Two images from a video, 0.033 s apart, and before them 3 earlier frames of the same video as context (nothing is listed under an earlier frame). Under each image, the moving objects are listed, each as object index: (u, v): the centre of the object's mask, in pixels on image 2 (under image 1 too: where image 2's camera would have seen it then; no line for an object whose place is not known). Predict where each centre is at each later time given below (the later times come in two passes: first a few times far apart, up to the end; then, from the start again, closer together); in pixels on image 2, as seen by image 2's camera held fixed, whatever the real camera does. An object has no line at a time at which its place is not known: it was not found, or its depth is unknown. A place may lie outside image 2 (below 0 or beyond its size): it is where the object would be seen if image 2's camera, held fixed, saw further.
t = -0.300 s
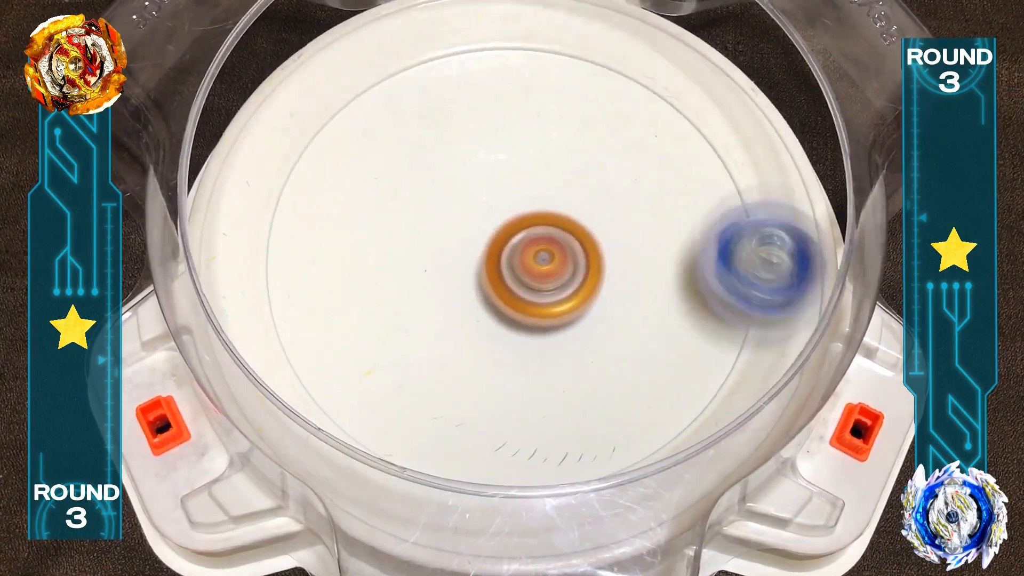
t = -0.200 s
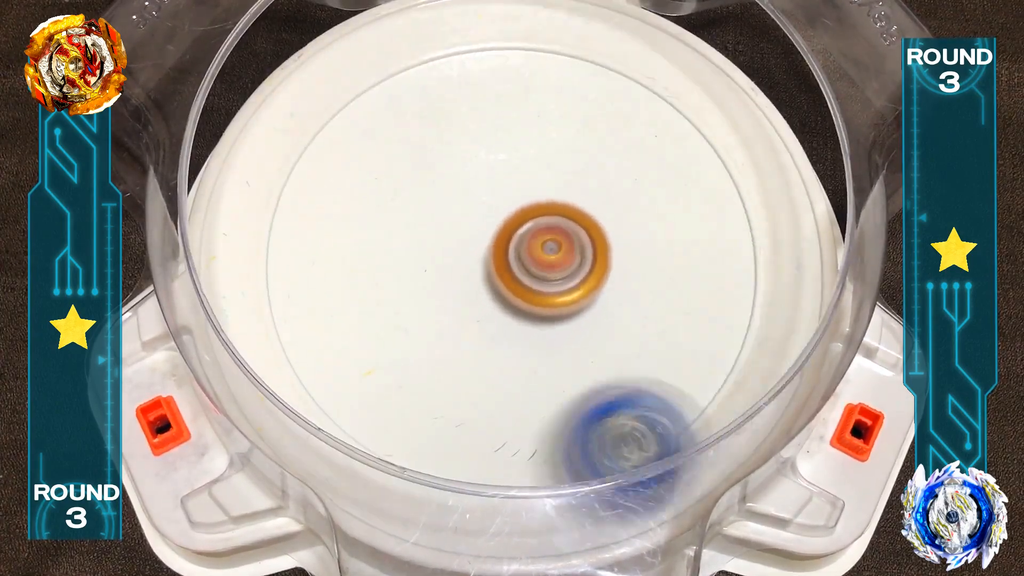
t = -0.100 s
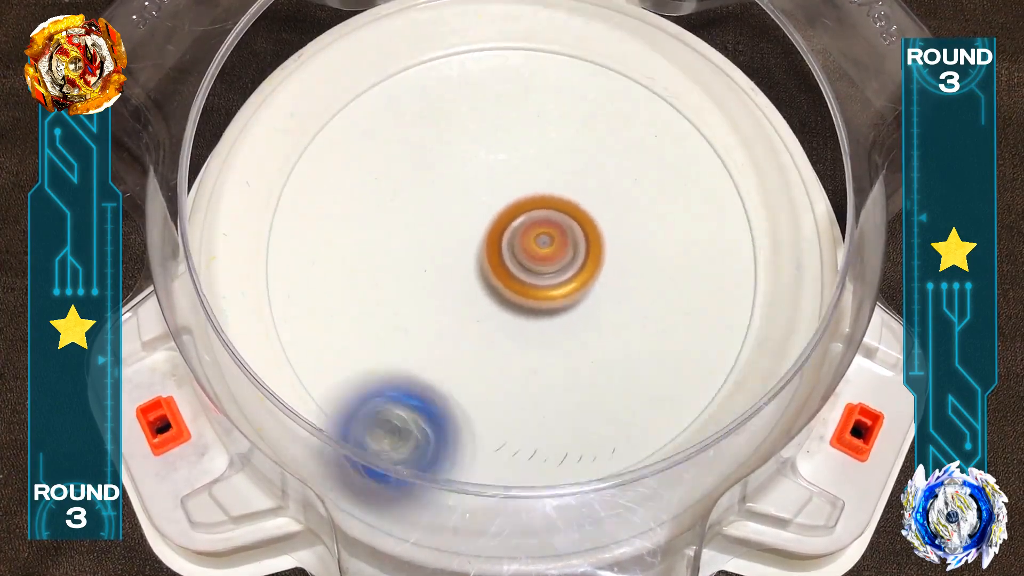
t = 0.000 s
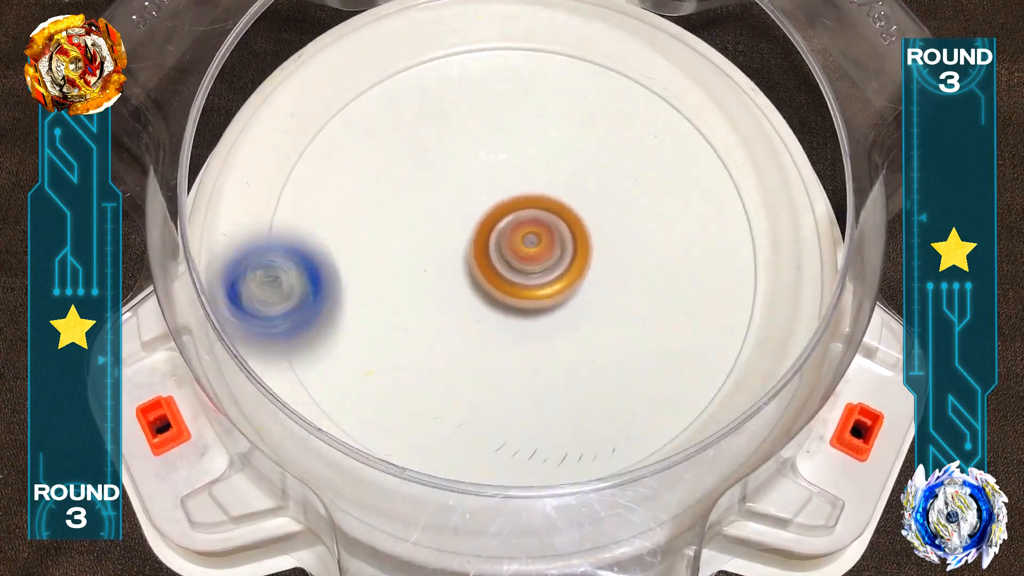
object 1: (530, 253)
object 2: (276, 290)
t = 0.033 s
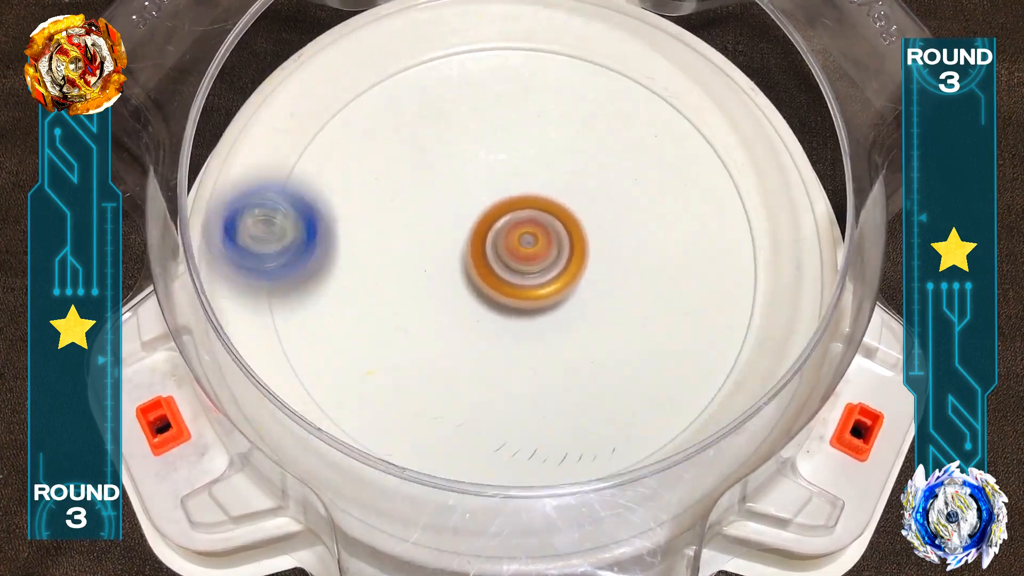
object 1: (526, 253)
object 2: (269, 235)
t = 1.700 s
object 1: (523, 266)
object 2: (481, 420)
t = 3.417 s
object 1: (516, 257)
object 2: (512, 104)
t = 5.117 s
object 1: (525, 252)
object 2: (631, 371)
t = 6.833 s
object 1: (518, 262)
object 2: (393, 312)
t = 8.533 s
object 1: (520, 263)
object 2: (457, 161)
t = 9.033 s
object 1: (538, 275)
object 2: (678, 270)
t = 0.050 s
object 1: (525, 253)
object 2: (274, 207)
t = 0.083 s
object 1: (524, 254)
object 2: (297, 154)
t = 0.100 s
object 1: (524, 254)
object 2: (313, 130)
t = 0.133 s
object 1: (525, 256)
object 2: (352, 88)
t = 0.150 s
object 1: (526, 257)
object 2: (376, 70)
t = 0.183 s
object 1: (527, 259)
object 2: (434, 44)
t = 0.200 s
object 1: (528, 260)
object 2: (465, 39)
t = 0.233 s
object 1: (529, 261)
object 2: (531, 37)
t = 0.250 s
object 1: (530, 262)
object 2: (564, 40)
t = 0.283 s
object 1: (531, 263)
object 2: (628, 55)
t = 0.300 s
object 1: (532, 264)
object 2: (657, 71)
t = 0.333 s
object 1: (533, 265)
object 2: (710, 116)
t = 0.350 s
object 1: (534, 265)
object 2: (731, 144)
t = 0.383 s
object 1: (534, 266)
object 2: (756, 208)
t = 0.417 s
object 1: (534, 266)
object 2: (759, 278)
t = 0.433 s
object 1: (533, 266)
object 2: (751, 312)
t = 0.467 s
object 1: (533, 266)
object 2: (718, 373)
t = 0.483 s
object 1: (532, 266)
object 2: (691, 395)
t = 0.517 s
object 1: (531, 265)
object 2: (642, 439)
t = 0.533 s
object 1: (531, 264)
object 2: (607, 456)
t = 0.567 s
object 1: (530, 263)
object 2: (535, 472)
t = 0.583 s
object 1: (530, 263)
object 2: (498, 472)
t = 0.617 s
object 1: (530, 263)
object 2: (434, 455)
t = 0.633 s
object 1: (529, 263)
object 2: (405, 433)
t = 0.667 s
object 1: (530, 263)
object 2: (356, 400)
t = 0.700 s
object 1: (530, 263)
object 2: (319, 368)
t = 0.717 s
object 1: (530, 264)
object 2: (305, 348)
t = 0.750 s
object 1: (530, 264)
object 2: (285, 316)
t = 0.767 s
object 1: (530, 265)
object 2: (278, 295)
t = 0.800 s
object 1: (530, 267)
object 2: (275, 249)
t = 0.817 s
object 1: (529, 267)
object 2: (280, 228)
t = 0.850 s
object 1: (529, 268)
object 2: (295, 182)
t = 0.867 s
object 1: (528, 269)
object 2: (307, 162)
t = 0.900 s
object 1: (527, 269)
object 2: (334, 128)
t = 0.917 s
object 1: (527, 269)
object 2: (349, 112)
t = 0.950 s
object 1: (526, 269)
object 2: (382, 90)
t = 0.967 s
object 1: (525, 269)
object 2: (400, 81)
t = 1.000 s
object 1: (525, 268)
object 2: (439, 71)
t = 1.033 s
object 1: (525, 267)
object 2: (477, 67)
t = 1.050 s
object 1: (526, 267)
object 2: (497, 66)
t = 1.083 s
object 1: (526, 266)
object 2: (533, 71)
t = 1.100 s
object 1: (527, 266)
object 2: (552, 73)
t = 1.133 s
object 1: (528, 266)
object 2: (587, 83)
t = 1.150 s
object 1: (528, 265)
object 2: (605, 88)
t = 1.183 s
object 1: (529, 266)
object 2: (639, 100)
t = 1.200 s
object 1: (529, 266)
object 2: (656, 109)
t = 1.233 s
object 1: (529, 266)
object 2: (689, 127)
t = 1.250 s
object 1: (529, 267)
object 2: (704, 137)
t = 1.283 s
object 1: (529, 268)
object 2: (722, 168)
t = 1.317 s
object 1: (528, 268)
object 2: (734, 202)
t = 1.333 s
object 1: (526, 268)
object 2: (741, 219)
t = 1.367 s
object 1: (524, 269)
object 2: (744, 254)
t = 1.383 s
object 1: (523, 269)
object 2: (741, 273)
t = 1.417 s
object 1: (522, 269)
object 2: (735, 308)
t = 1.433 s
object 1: (521, 268)
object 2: (728, 325)
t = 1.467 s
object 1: (520, 267)
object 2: (713, 358)
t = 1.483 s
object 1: (520, 266)
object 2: (700, 373)
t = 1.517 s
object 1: (519, 265)
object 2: (673, 398)
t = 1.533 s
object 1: (519, 264)
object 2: (660, 407)
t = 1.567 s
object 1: (520, 264)
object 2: (625, 431)
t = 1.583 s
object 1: (520, 264)
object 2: (608, 431)
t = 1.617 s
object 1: (521, 264)
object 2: (572, 435)
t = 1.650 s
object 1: (522, 264)
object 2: (535, 434)
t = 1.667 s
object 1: (523, 265)
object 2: (517, 431)
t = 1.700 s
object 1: (523, 266)
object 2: (481, 420)
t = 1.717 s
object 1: (523, 266)
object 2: (466, 411)
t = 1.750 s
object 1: (523, 267)
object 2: (439, 389)
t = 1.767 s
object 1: (523, 268)
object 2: (427, 377)
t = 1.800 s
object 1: (522, 269)
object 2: (408, 348)
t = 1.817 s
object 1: (522, 270)
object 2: (401, 333)
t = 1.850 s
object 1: (521, 270)
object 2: (392, 302)
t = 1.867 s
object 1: (520, 271)
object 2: (389, 287)
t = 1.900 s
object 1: (518, 271)
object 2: (390, 255)
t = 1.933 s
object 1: (517, 270)
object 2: (396, 226)
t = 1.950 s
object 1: (516, 270)
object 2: (401, 212)
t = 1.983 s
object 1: (514, 269)
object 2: (415, 185)
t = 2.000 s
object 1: (514, 269)
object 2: (424, 174)
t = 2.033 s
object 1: (512, 267)
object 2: (444, 150)
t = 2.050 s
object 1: (512, 267)
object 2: (455, 142)
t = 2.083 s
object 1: (512, 265)
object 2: (479, 123)
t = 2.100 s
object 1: (512, 265)
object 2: (491, 117)
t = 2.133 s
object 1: (513, 264)
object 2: (518, 101)
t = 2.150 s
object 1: (513, 263)
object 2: (530, 98)
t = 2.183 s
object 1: (514, 262)
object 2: (560, 89)
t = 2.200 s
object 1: (514, 262)
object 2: (575, 85)
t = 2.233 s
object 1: (516, 261)
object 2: (603, 84)
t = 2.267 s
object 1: (517, 261)
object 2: (630, 88)
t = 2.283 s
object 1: (518, 262)
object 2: (644, 93)
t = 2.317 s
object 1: (519, 262)
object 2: (671, 104)
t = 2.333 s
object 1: (519, 262)
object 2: (682, 114)
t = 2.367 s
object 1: (520, 263)
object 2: (702, 138)
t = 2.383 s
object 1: (520, 264)
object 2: (708, 151)
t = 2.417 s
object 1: (521, 265)
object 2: (720, 178)
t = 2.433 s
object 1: (520, 265)
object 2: (723, 194)
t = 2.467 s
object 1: (520, 266)
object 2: (723, 226)
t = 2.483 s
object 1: (519, 266)
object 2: (721, 240)
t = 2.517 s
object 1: (518, 267)
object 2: (710, 270)
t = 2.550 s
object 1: (516, 267)
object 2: (692, 298)
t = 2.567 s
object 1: (515, 267)
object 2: (683, 310)
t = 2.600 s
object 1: (514, 266)
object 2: (657, 335)
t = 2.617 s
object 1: (513, 266)
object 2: (644, 344)
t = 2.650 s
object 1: (511, 265)
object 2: (613, 359)
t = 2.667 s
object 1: (510, 265)
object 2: (594, 365)
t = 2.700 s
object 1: (508, 263)
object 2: (559, 373)
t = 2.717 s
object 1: (508, 262)
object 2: (542, 375)
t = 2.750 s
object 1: (509, 256)
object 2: (505, 379)
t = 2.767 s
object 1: (509, 252)
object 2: (485, 383)
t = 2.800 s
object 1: (510, 245)
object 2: (450, 379)
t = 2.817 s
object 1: (511, 243)
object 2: (432, 378)
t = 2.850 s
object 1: (512, 239)
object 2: (401, 369)
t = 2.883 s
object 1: (514, 237)
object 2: (373, 353)
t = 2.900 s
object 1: (515, 237)
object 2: (359, 346)
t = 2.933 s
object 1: (517, 237)
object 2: (335, 325)
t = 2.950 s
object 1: (518, 237)
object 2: (325, 314)
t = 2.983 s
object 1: (520, 239)
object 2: (308, 290)
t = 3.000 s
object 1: (521, 240)
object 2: (301, 276)
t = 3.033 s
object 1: (523, 243)
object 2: (293, 249)
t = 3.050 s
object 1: (524, 244)
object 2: (291, 238)
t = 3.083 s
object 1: (525, 247)
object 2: (291, 209)
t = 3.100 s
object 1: (526, 248)
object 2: (294, 196)
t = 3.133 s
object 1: (526, 251)
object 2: (303, 171)
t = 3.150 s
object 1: (526, 252)
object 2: (309, 158)
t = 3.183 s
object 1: (526, 254)
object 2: (326, 136)
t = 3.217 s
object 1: (525, 256)
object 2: (347, 119)
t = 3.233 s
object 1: (524, 257)
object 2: (358, 111)
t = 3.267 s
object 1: (523, 258)
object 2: (384, 100)
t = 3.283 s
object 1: (522, 258)
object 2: (398, 96)
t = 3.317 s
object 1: (520, 259)
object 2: (426, 90)
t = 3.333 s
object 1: (519, 259)
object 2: (440, 90)
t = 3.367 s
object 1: (518, 259)
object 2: (469, 92)
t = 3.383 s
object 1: (517, 259)
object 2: (484, 94)
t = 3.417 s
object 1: (516, 257)
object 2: (512, 104)
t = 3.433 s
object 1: (515, 257)
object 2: (526, 111)
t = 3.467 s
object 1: (514, 256)
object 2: (554, 124)
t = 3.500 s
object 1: (513, 255)
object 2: (579, 141)
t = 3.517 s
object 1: (513, 254)
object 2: (591, 152)
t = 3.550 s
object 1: (513, 253)
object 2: (612, 174)
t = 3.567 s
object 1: (513, 253)
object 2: (620, 186)
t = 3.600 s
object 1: (514, 252)
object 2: (636, 212)
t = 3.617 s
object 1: (514, 252)
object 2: (642, 225)
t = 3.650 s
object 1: (515, 251)
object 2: (649, 252)
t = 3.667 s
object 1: (515, 251)
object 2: (650, 268)
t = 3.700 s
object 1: (515, 251)
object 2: (651, 296)
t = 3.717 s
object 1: (516, 251)
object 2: (650, 310)
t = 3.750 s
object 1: (517, 251)
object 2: (644, 337)
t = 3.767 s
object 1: (517, 250)
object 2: (638, 351)
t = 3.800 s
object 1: (518, 250)
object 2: (624, 376)
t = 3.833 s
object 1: (519, 250)
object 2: (605, 398)
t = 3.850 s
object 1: (519, 250)
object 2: (594, 408)
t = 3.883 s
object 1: (520, 251)
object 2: (570, 422)
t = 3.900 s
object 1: (521, 251)
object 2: (553, 429)
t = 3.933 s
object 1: (522, 251)
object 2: (524, 434)
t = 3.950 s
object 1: (522, 251)
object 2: (509, 436)
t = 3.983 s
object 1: (523, 252)
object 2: (479, 435)
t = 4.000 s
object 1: (523, 252)
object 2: (463, 432)
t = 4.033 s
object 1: (524, 252)
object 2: (435, 426)
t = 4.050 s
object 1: (524, 253)
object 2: (421, 422)
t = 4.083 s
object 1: (525, 253)
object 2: (394, 410)
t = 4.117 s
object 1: (525, 253)
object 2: (369, 390)
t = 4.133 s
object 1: (526, 253)
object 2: (357, 385)
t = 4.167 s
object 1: (526, 254)
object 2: (341, 361)
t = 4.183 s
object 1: (526, 254)
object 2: (336, 348)
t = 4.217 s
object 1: (526, 254)
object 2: (331, 321)
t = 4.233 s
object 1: (526, 255)
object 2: (331, 306)
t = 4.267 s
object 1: (526, 255)
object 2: (334, 279)
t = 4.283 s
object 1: (526, 255)
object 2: (339, 266)
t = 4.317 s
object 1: (526, 255)
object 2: (352, 241)
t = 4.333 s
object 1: (526, 255)
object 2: (359, 228)
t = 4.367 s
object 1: (526, 255)
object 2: (379, 206)
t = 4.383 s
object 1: (526, 255)
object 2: (390, 198)
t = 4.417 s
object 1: (526, 256)
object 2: (414, 181)
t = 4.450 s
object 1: (526, 256)
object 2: (440, 168)
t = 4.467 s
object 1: (526, 256)
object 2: (452, 161)
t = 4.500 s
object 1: (526, 256)
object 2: (481, 152)
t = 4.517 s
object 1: (526, 258)
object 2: (496, 147)
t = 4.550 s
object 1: (528, 267)
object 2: (523, 135)
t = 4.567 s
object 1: (529, 270)
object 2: (536, 130)
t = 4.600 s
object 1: (532, 276)
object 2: (564, 125)
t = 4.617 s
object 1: (532, 278)
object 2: (578, 124)
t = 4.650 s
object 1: (532, 281)
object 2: (604, 124)
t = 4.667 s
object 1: (532, 281)
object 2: (618, 125)
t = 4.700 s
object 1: (531, 282)
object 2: (642, 131)
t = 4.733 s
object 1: (529, 282)
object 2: (667, 140)
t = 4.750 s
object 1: (528, 281)
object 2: (678, 144)
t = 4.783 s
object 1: (525, 279)
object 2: (699, 160)
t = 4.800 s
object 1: (524, 278)
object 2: (709, 167)
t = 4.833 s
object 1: (522, 275)
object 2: (725, 186)
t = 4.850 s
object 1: (521, 273)
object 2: (731, 197)
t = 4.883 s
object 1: (520, 270)
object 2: (739, 220)
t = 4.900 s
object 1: (519, 267)
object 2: (741, 233)
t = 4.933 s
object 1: (519, 264)
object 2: (741, 258)
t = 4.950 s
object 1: (519, 262)
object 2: (737, 271)
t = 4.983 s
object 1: (520, 259)
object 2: (727, 297)
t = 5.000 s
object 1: (520, 258)
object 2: (719, 310)
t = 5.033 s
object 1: (521, 255)
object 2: (700, 333)
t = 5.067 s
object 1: (523, 254)
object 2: (675, 351)
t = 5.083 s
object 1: (524, 253)
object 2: (663, 358)
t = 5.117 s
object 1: (525, 252)
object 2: (631, 371)
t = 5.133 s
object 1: (526, 252)
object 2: (616, 374)
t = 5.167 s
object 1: (528, 252)
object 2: (582, 380)
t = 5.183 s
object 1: (529, 252)
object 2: (566, 378)
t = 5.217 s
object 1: (531, 253)
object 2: (533, 374)
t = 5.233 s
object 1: (532, 253)
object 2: (517, 370)
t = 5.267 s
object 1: (536, 250)
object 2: (483, 365)
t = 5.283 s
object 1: (539, 245)
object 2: (463, 364)
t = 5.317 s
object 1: (546, 235)
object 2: (432, 357)
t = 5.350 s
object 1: (552, 230)
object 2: (403, 348)
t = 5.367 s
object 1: (554, 227)
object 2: (390, 340)
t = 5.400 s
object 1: (556, 225)
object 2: (368, 323)
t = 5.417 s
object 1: (558, 226)
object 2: (359, 314)
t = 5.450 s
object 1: (559, 227)
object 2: (342, 294)
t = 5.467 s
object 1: (559, 229)
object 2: (335, 284)
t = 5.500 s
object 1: (559, 233)
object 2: (324, 262)
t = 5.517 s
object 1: (559, 235)
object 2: (320, 252)
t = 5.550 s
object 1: (557, 240)
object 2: (315, 228)
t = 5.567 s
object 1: (556, 242)
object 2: (314, 217)
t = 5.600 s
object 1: (554, 247)
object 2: (315, 194)
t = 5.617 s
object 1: (552, 249)
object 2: (318, 184)
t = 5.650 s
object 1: (549, 254)
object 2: (325, 163)
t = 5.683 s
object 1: (545, 257)
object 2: (336, 142)
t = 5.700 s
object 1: (543, 259)
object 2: (343, 133)
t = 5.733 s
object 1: (539, 262)
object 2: (360, 117)
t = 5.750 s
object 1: (537, 263)
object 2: (369, 110)
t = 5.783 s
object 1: (533, 264)
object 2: (390, 99)
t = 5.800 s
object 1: (531, 265)
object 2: (401, 95)
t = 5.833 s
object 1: (527, 266)
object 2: (425, 90)
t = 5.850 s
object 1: (526, 266)
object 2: (439, 90)
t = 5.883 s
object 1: (523, 266)
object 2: (463, 92)
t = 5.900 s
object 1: (521, 266)
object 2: (476, 94)
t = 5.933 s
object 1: (519, 265)
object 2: (501, 103)
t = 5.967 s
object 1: (517, 264)
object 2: (524, 112)
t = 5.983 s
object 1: (516, 264)
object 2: (536, 119)
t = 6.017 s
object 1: (515, 263)
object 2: (559, 136)
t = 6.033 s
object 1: (514, 262)
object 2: (570, 142)
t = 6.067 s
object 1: (514, 261)
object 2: (590, 163)
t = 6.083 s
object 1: (514, 260)
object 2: (599, 174)
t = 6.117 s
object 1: (514, 259)
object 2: (614, 196)
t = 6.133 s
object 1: (510, 260)
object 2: (623, 207)
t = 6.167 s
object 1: (498, 263)
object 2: (648, 226)
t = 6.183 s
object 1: (494, 265)
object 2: (659, 236)
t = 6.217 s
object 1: (487, 266)
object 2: (674, 260)
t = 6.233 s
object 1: (486, 267)
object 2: (678, 270)
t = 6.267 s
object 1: (484, 267)
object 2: (686, 294)
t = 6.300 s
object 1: (485, 268)
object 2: (687, 319)
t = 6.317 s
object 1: (485, 268)
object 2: (687, 333)
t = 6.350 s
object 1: (487, 269)
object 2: (682, 357)
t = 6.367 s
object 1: (488, 268)
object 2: (678, 370)
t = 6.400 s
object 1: (491, 268)
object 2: (665, 393)
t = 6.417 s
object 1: (492, 268)
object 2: (656, 401)
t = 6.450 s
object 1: (495, 268)
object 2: (636, 418)
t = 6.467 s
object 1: (497, 267)
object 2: (627, 430)
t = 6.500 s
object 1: (499, 267)
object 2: (600, 433)
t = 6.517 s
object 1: (501, 266)
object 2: (586, 438)
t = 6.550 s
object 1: (504, 266)
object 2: (558, 443)
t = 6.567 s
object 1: (505, 266)
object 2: (543, 454)
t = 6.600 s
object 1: (507, 265)
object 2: (514, 449)
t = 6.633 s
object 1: (509, 265)
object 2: (484, 441)
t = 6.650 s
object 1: (510, 264)
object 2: (472, 434)
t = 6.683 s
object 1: (512, 264)
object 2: (447, 419)
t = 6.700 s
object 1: (513, 264)
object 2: (436, 410)
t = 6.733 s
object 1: (514, 263)
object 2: (417, 388)
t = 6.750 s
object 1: (515, 264)
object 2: (410, 376)
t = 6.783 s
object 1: (517, 263)
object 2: (400, 352)
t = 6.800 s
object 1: (516, 263)
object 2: (397, 338)
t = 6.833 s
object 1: (518, 262)
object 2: (393, 312)
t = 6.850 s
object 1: (518, 262)
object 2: (393, 299)
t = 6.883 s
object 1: (525, 260)
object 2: (389, 274)
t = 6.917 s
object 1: (545, 257)
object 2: (373, 247)
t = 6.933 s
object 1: (554, 254)
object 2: (368, 235)
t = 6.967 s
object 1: (567, 250)
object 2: (364, 210)
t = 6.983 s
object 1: (572, 248)
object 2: (366, 198)
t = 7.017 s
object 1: (579, 246)
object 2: (371, 176)
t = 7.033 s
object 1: (581, 245)
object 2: (376, 165)
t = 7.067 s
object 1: (581, 244)
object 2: (386, 144)
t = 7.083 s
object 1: (581, 244)
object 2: (392, 136)
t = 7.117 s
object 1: (578, 245)
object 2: (405, 118)
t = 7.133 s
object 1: (576, 246)
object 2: (413, 110)
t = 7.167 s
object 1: (572, 246)
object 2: (428, 95)
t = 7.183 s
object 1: (570, 246)
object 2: (437, 90)
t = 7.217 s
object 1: (565, 247)
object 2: (456, 79)
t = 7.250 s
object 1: (560, 247)
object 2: (476, 69)
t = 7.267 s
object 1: (558, 247)
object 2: (487, 66)
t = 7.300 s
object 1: (553, 247)
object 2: (509, 63)
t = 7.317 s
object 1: (551, 247)
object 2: (520, 64)
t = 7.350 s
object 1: (547, 248)
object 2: (542, 66)
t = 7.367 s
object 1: (545, 248)
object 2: (553, 69)
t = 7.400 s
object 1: (541, 248)
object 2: (576, 78)
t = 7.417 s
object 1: (539, 249)
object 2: (586, 84)
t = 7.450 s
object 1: (536, 249)
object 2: (605, 96)
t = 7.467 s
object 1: (534, 250)
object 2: (614, 104)
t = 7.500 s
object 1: (532, 250)
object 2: (630, 123)
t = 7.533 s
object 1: (529, 251)
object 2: (644, 145)
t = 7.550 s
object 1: (529, 252)
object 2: (648, 156)
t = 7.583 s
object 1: (527, 252)
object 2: (658, 181)
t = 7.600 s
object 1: (526, 253)
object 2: (659, 191)
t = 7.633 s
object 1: (525, 253)
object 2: (661, 219)
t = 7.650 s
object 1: (524, 254)
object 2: (659, 231)
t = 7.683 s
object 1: (523, 254)
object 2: (655, 257)
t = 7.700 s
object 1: (522, 254)
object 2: (651, 269)
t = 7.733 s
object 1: (521, 255)
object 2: (642, 293)
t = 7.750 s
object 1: (520, 256)
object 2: (633, 304)
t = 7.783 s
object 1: (518, 255)
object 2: (619, 327)
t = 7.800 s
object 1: (518, 255)
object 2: (610, 336)
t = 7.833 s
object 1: (515, 254)
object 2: (590, 355)
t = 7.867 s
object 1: (514, 253)
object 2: (566, 371)
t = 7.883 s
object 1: (514, 253)
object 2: (554, 375)
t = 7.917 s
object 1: (514, 253)
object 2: (528, 385)
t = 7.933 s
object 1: (514, 253)
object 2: (516, 387)
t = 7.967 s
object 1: (514, 252)
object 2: (490, 391)
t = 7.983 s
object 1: (513, 253)
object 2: (477, 391)
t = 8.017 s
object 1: (514, 253)
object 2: (451, 389)
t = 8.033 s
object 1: (514, 253)
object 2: (439, 387)
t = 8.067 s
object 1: (514, 253)
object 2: (414, 379)
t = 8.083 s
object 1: (515, 253)
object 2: (403, 374)
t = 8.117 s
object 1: (515, 254)
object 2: (382, 362)
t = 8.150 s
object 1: (516, 254)
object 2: (365, 347)
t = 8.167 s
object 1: (516, 255)
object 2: (356, 339)
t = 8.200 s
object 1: (517, 255)
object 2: (343, 320)
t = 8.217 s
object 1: (517, 256)
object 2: (339, 310)
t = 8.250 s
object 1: (517, 257)
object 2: (332, 289)
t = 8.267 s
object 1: (518, 257)
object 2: (331, 277)
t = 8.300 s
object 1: (518, 258)
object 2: (333, 255)
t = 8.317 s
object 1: (518, 259)
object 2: (336, 244)
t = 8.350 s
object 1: (518, 259)
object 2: (346, 225)
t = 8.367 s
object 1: (519, 260)
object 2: (353, 216)
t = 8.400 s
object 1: (519, 260)
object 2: (369, 200)
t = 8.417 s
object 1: (520, 261)
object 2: (378, 193)
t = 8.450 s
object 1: (520, 261)
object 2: (399, 180)
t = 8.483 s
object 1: (520, 262)
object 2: (421, 171)
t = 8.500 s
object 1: (520, 262)
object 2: (434, 168)
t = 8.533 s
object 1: (520, 263)
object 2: (457, 161)
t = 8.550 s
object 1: (521, 263)
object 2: (470, 160)
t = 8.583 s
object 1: (527, 273)
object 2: (490, 149)
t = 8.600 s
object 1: (531, 279)
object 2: (499, 143)
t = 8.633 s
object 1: (537, 289)
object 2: (520, 132)
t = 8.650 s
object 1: (538, 293)
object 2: (529, 131)
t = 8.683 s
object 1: (541, 297)
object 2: (551, 127)
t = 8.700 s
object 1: (543, 299)
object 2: (562, 128)
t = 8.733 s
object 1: (545, 300)
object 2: (584, 127)
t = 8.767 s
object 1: (545, 299)
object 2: (606, 133)
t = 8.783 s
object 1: (544, 298)
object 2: (616, 136)
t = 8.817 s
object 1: (544, 295)
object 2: (634, 148)
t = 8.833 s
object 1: (544, 294)
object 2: (644, 155)
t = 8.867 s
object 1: (543, 291)
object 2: (659, 167)
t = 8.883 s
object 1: (542, 289)
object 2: (667, 177)
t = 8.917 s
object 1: (541, 286)
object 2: (677, 194)
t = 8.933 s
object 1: (541, 284)
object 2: (681, 204)
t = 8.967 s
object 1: (540, 281)
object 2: (686, 227)
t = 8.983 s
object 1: (539, 279)
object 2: (685, 236)
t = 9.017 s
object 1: (538, 276)
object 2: (681, 260)
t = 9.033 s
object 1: (538, 275)
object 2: (678, 270)
